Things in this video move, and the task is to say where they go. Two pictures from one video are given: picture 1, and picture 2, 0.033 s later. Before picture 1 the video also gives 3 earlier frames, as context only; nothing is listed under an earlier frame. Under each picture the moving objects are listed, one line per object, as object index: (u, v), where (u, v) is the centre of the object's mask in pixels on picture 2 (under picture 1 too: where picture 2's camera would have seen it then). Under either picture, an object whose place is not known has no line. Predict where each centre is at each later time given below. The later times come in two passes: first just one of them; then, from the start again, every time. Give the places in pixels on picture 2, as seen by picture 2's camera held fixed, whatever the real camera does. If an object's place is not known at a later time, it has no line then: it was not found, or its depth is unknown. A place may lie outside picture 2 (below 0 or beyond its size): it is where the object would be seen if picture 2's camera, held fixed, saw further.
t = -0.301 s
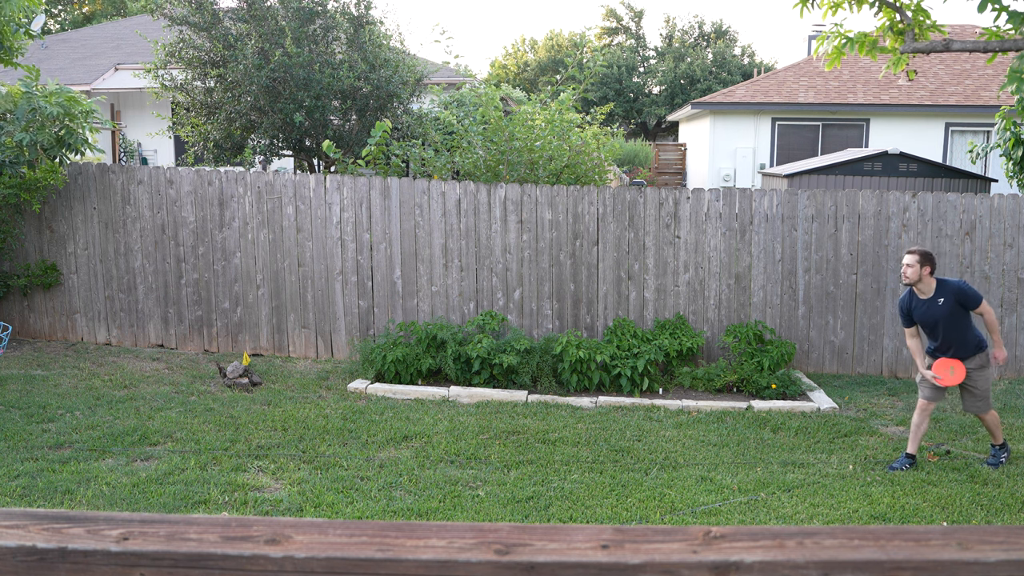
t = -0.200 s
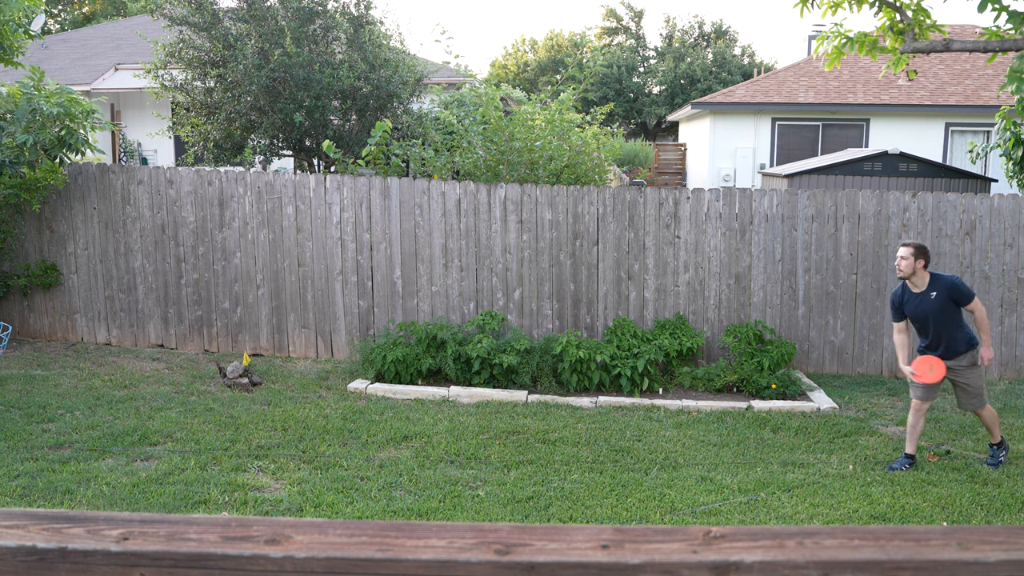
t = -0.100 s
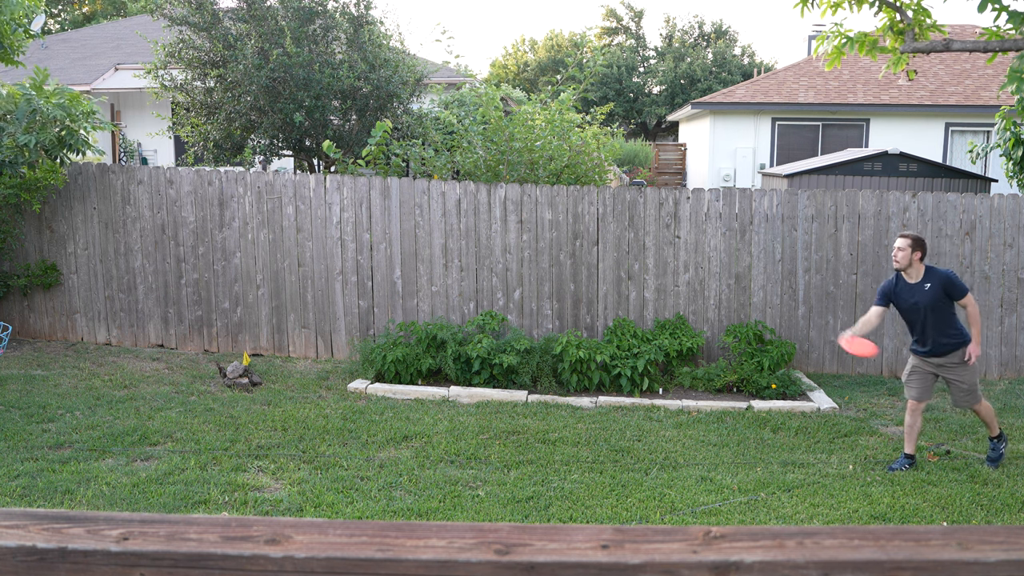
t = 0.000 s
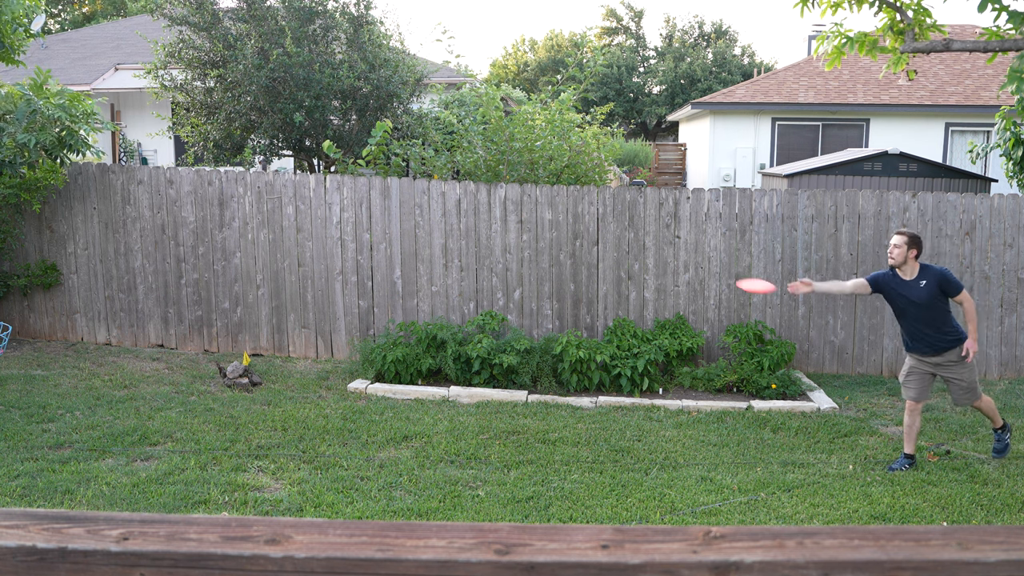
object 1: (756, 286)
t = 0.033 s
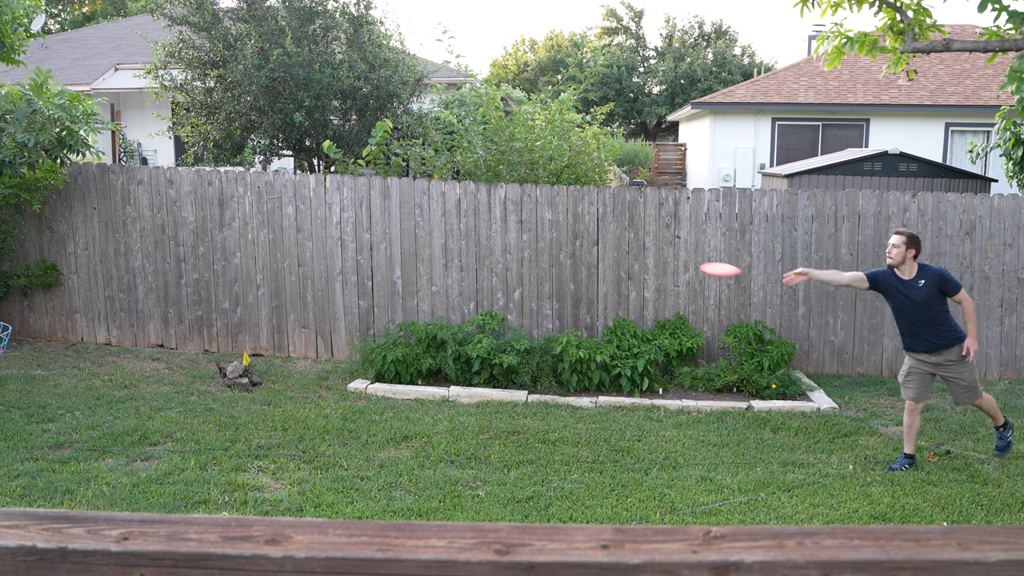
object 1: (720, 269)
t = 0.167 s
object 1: (573, 224)
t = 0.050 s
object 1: (702, 262)
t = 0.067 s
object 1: (683, 255)
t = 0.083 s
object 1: (665, 248)
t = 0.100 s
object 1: (647, 243)
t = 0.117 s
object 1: (628, 237)
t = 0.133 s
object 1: (610, 232)
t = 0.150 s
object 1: (591, 228)
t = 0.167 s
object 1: (573, 224)
